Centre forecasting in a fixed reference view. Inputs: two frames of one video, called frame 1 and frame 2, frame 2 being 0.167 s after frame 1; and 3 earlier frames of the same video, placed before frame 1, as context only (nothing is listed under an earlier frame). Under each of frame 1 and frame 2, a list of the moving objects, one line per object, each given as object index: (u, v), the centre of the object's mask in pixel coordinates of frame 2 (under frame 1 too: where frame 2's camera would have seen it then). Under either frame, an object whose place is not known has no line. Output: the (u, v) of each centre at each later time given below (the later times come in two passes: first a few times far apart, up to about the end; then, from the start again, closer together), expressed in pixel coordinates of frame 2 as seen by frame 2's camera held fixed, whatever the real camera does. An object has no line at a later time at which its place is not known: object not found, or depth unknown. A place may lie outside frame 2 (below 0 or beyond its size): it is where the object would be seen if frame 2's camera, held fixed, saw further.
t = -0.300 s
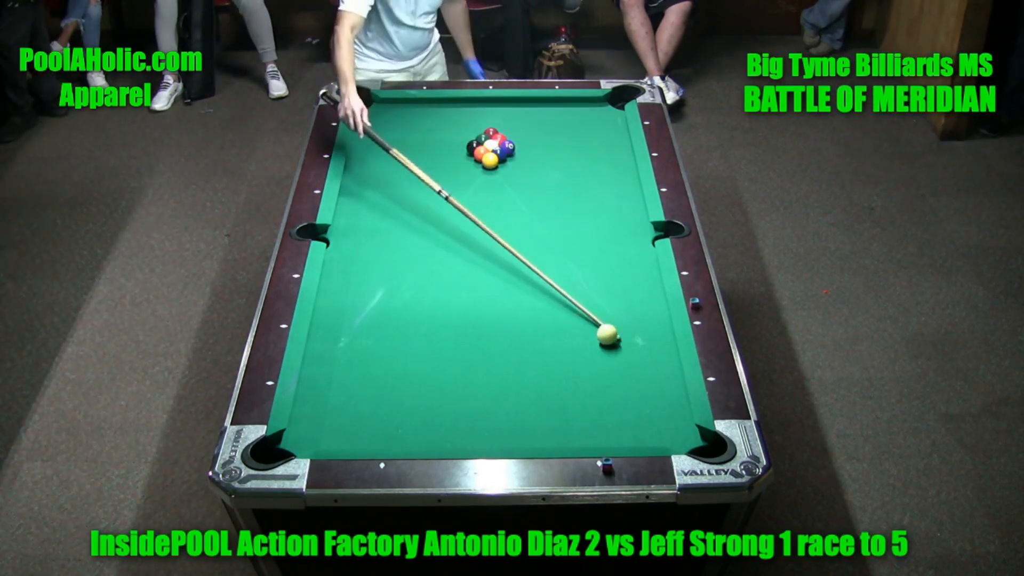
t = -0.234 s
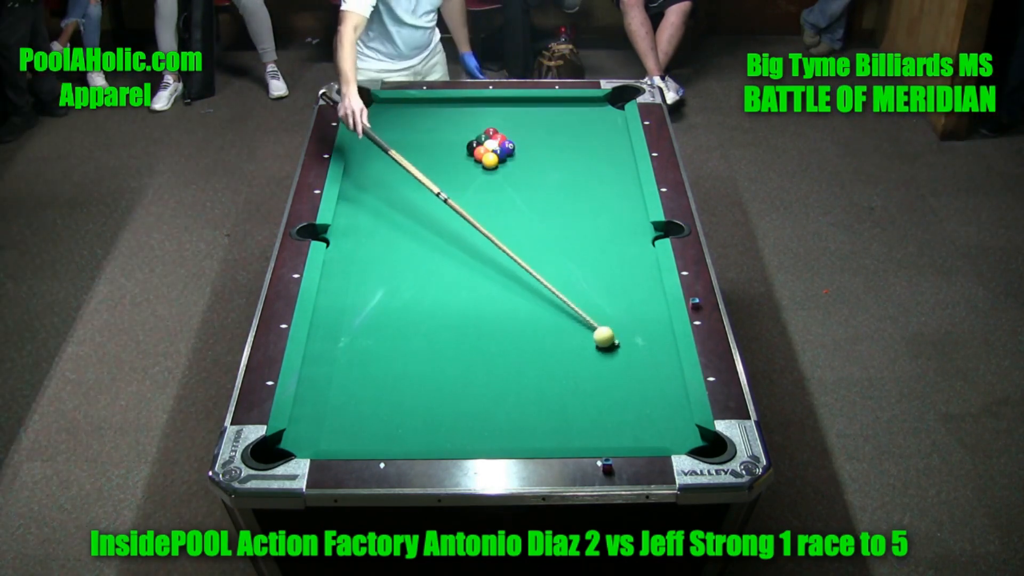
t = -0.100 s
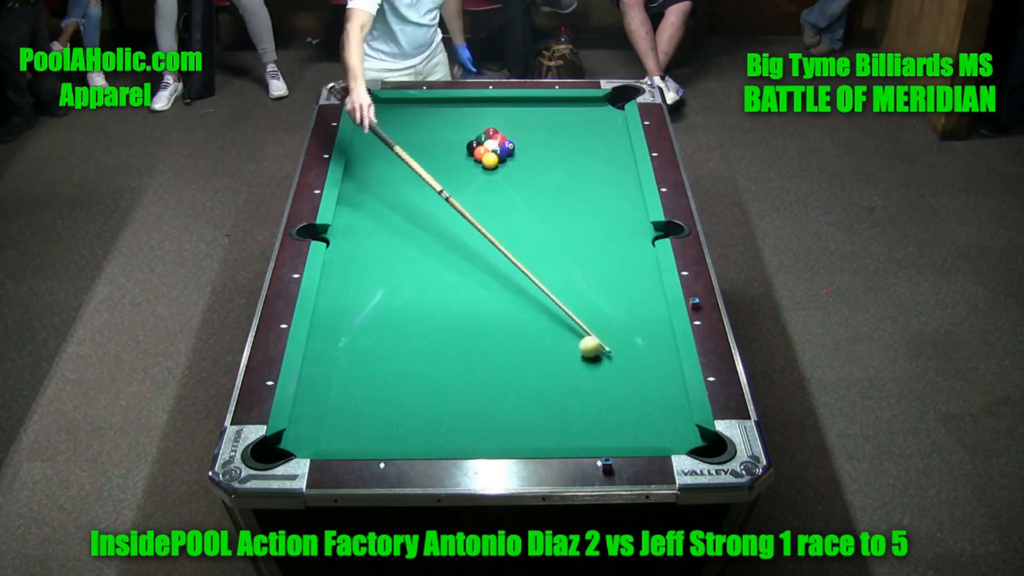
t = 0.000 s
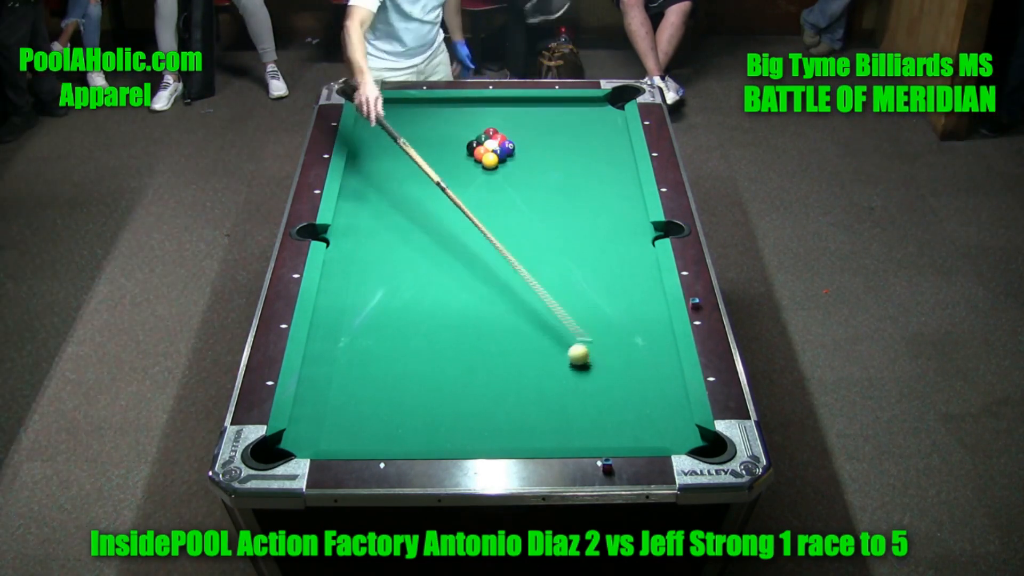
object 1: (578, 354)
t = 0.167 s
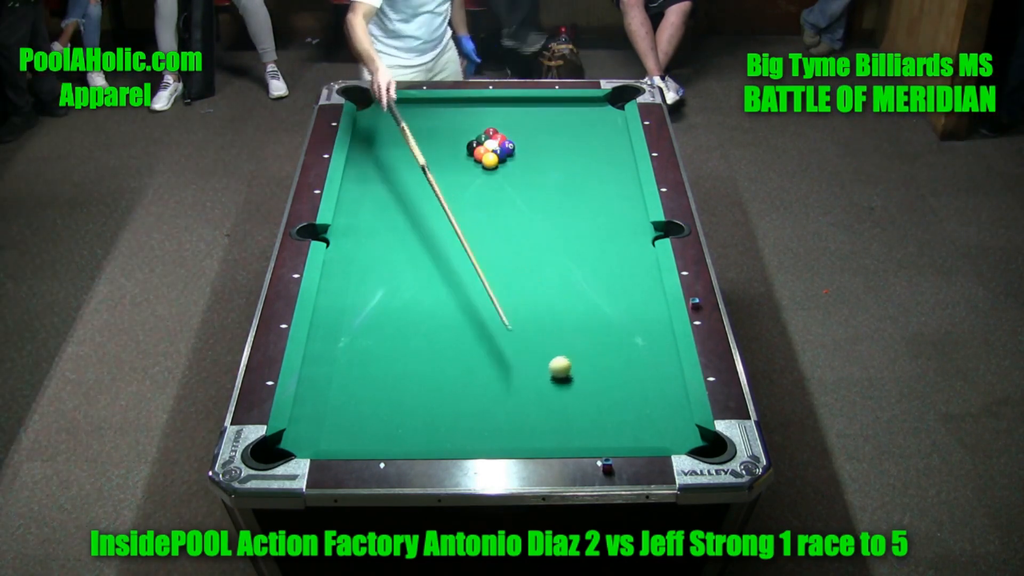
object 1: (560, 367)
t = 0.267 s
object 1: (548, 375)
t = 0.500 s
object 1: (523, 392)
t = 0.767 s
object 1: (493, 411)
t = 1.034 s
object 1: (464, 430)
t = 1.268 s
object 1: (440, 441)
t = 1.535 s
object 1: (425, 434)
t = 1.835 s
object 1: (411, 425)
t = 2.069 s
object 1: (401, 418)
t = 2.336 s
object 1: (392, 411)
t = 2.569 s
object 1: (385, 406)
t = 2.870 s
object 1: (377, 401)
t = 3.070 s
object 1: (373, 398)
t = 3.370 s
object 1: (369, 395)
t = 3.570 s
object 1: (367, 393)
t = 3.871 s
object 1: (365, 392)
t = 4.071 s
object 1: (365, 392)
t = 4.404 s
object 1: (365, 392)
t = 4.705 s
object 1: (365, 392)
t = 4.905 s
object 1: (365, 392)
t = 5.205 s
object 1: (365, 392)
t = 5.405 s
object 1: (365, 392)
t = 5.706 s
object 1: (365, 392)
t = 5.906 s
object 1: (365, 392)
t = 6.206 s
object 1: (365, 392)
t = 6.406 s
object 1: (365, 392)
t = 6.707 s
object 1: (365, 392)
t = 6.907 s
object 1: (365, 392)
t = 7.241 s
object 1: (365, 392)
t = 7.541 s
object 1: (365, 392)
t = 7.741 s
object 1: (365, 392)
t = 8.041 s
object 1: (365, 392)
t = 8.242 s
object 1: (365, 392)
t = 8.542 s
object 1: (365, 392)
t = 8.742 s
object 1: (365, 392)
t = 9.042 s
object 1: (365, 392)
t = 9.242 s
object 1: (365, 392)
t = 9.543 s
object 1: (365, 392)
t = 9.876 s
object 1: (365, 392)
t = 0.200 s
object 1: (556, 370)
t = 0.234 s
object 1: (552, 372)
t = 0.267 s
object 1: (548, 375)
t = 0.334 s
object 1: (541, 380)
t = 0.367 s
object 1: (537, 383)
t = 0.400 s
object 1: (534, 385)
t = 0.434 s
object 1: (530, 388)
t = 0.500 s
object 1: (523, 392)
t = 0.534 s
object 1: (519, 395)
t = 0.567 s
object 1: (515, 397)
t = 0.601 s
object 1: (511, 400)
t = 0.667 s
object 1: (504, 405)
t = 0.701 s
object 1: (500, 407)
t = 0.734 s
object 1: (497, 409)
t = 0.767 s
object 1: (493, 411)
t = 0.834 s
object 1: (485, 417)
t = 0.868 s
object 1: (482, 419)
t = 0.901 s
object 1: (478, 421)
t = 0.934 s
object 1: (475, 424)
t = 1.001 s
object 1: (468, 428)
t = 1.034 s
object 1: (464, 430)
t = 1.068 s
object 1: (460, 432)
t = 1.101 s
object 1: (457, 434)
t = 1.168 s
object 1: (450, 438)
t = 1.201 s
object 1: (446, 440)
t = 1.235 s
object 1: (442, 441)
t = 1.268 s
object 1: (440, 441)
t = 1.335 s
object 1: (436, 439)
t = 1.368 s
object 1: (434, 439)
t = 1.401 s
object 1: (432, 438)
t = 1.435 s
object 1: (430, 437)
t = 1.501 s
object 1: (427, 435)
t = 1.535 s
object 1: (425, 434)
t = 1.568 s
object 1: (423, 433)
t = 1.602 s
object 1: (422, 432)
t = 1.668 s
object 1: (418, 429)
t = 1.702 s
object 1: (417, 429)
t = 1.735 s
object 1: (415, 428)
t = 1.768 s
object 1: (414, 427)
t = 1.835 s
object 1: (411, 425)
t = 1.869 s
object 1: (409, 424)
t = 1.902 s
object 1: (408, 423)
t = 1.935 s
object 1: (406, 422)
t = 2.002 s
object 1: (404, 420)
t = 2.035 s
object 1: (402, 419)
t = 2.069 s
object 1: (401, 418)
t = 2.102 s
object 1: (400, 417)
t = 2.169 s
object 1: (398, 415)
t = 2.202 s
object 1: (396, 414)
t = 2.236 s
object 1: (395, 414)
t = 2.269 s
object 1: (394, 413)
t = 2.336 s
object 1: (392, 411)
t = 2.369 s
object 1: (391, 411)
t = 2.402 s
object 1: (390, 410)
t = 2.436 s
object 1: (389, 409)
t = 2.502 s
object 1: (387, 408)
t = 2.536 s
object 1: (386, 407)
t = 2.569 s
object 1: (385, 406)
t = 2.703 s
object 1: (381, 404)
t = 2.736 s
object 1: (381, 403)
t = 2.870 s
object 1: (377, 401)
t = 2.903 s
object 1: (377, 400)
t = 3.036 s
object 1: (374, 399)
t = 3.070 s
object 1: (373, 398)
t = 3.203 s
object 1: (371, 396)
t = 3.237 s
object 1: (371, 396)
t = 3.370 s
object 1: (369, 395)
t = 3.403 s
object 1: (369, 394)
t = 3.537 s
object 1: (368, 394)
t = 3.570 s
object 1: (367, 393)
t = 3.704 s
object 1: (366, 393)
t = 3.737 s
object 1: (366, 392)
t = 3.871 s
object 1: (365, 392)
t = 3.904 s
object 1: (365, 392)
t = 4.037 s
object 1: (365, 392)
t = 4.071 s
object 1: (365, 392)
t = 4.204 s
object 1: (365, 392)
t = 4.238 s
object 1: (365, 392)
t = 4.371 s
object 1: (365, 392)
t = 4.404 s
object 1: (365, 392)
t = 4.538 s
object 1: (365, 392)
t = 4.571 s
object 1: (365, 392)
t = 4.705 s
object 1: (365, 392)
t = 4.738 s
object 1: (365, 392)
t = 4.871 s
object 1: (365, 392)
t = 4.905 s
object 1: (365, 392)
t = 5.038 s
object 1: (365, 392)
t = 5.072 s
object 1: (365, 392)
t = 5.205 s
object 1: (365, 392)
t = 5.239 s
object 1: (365, 392)
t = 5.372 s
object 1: (365, 392)
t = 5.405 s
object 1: (365, 392)
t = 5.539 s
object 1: (365, 392)
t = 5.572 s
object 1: (365, 392)
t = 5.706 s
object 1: (365, 392)
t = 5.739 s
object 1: (365, 392)
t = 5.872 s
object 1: (365, 392)
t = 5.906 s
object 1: (365, 392)
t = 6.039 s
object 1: (365, 392)
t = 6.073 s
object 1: (365, 392)
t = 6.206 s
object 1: (365, 392)
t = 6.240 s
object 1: (365, 392)
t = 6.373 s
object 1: (365, 392)
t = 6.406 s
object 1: (365, 392)
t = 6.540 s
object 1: (365, 392)
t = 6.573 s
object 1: (365, 392)
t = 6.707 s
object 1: (365, 392)
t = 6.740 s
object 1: (365, 392)
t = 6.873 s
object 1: (365, 392)
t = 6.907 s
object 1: (365, 392)
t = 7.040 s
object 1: (365, 392)
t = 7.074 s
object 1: (365, 392)
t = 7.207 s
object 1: (365, 392)
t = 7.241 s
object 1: (365, 392)
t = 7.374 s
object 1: (365, 392)
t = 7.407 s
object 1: (365, 392)
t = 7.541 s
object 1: (365, 392)
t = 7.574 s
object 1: (365, 392)
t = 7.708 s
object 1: (365, 392)
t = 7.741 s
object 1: (365, 392)
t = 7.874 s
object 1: (365, 392)
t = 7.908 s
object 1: (365, 392)
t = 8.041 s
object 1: (365, 392)
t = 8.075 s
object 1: (365, 392)
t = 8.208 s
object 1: (365, 392)
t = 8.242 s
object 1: (365, 392)
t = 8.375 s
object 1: (365, 392)
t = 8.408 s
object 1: (365, 392)
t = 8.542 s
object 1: (365, 392)
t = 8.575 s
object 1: (365, 392)
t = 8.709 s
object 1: (365, 392)
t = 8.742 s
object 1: (365, 392)
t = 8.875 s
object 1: (365, 392)
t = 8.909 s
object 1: (365, 392)
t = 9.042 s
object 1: (365, 392)
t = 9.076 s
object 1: (365, 392)
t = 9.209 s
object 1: (365, 392)
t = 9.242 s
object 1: (365, 392)
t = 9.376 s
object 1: (365, 392)
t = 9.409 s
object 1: (365, 392)
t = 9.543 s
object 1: (365, 392)
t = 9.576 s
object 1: (365, 392)
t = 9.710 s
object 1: (365, 392)
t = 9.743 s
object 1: (365, 392)
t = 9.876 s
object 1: (365, 392)
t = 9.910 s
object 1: (365, 392)
